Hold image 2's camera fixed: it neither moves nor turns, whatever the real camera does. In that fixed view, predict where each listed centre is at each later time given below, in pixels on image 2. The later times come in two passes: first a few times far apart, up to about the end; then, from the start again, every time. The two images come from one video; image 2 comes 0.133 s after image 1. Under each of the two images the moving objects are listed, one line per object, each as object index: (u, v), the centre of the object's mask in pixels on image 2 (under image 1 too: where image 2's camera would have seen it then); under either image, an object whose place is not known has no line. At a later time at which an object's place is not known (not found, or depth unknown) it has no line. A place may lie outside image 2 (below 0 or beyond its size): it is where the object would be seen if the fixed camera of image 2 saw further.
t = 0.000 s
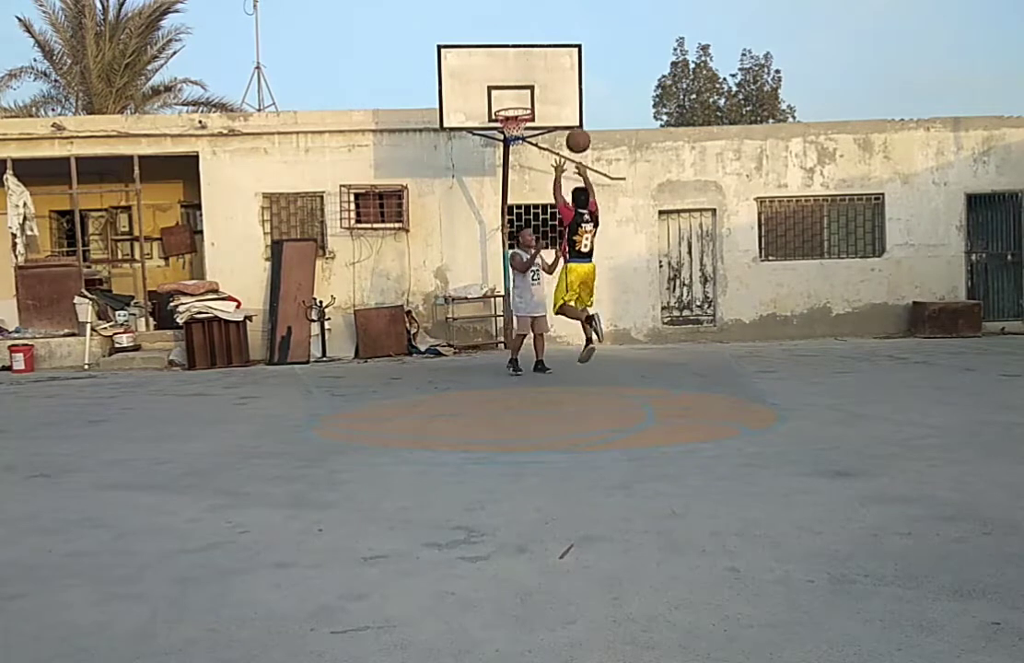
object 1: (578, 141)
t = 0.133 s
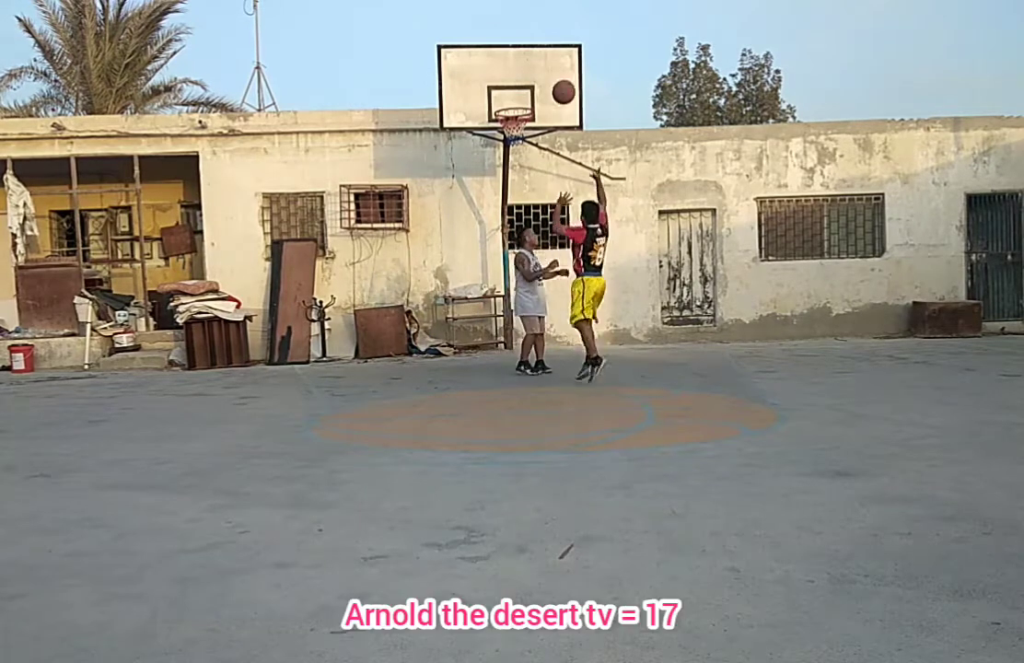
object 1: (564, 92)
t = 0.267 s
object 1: (550, 64)
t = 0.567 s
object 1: (527, 64)
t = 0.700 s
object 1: (519, 88)
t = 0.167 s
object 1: (560, 83)
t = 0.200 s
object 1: (557, 75)
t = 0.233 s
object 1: (553, 69)
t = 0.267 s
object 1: (550, 64)
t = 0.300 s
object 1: (547, 60)
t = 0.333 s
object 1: (544, 57)
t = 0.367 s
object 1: (542, 55)
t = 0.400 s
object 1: (539, 54)
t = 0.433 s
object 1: (536, 54)
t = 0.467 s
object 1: (534, 55)
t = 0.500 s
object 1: (532, 57)
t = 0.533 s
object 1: (529, 60)
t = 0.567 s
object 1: (527, 64)
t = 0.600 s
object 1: (525, 69)
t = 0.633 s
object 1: (523, 75)
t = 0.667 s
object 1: (521, 81)
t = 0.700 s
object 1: (519, 88)
